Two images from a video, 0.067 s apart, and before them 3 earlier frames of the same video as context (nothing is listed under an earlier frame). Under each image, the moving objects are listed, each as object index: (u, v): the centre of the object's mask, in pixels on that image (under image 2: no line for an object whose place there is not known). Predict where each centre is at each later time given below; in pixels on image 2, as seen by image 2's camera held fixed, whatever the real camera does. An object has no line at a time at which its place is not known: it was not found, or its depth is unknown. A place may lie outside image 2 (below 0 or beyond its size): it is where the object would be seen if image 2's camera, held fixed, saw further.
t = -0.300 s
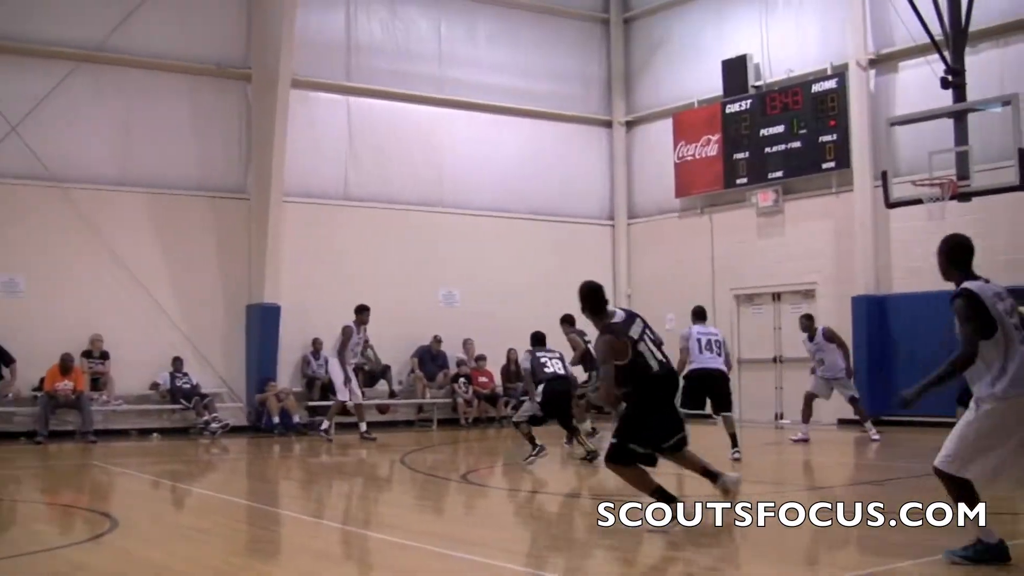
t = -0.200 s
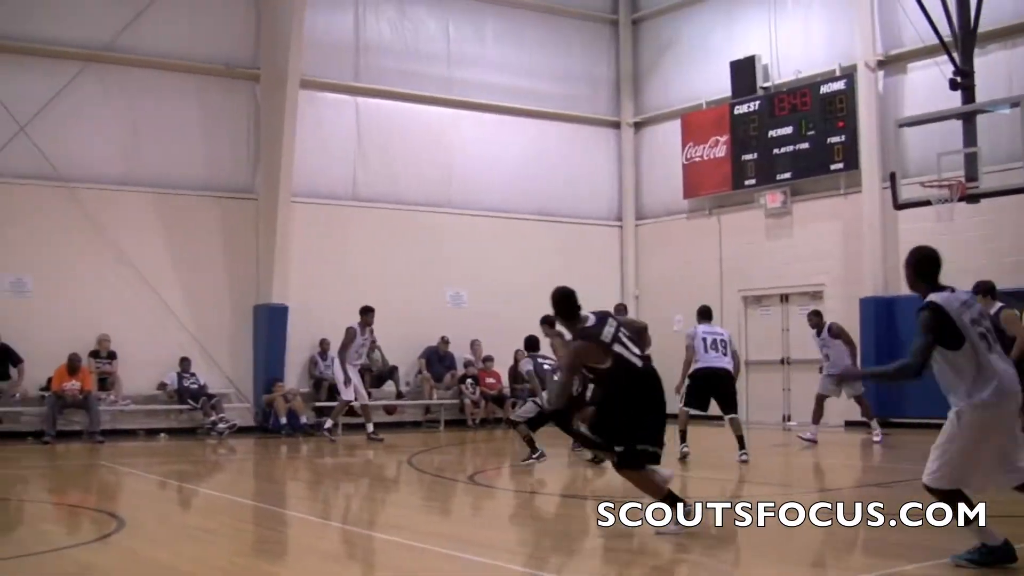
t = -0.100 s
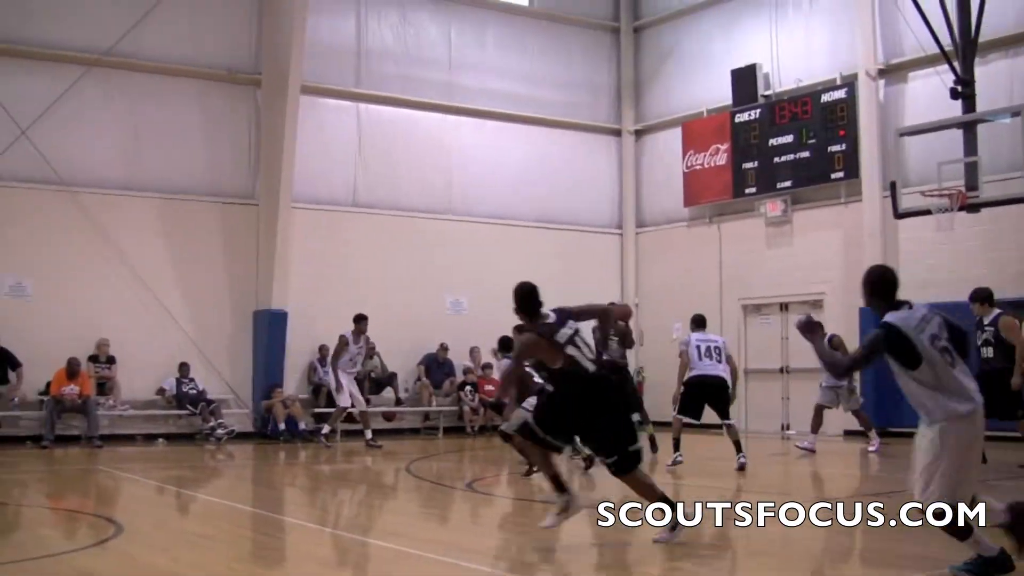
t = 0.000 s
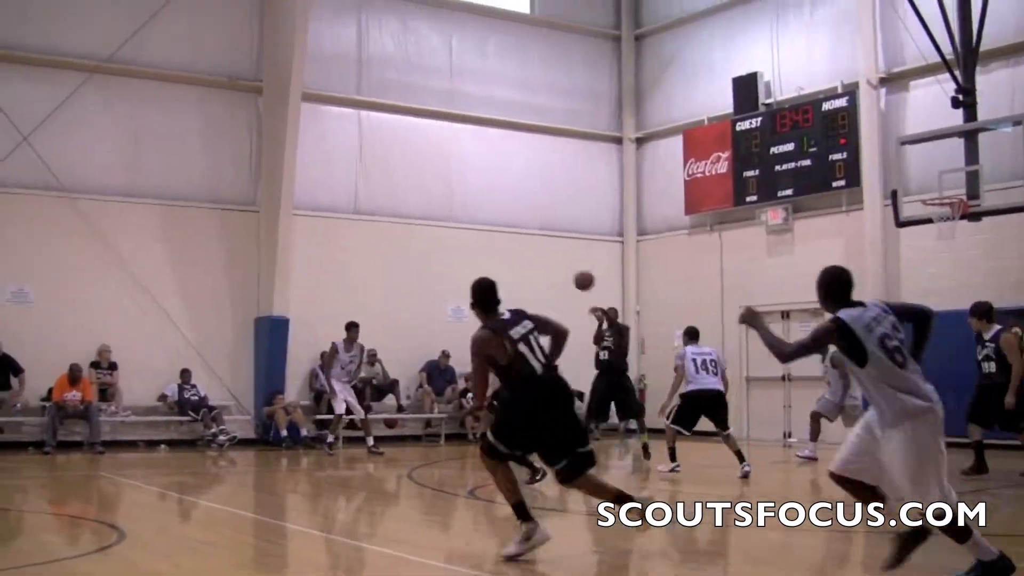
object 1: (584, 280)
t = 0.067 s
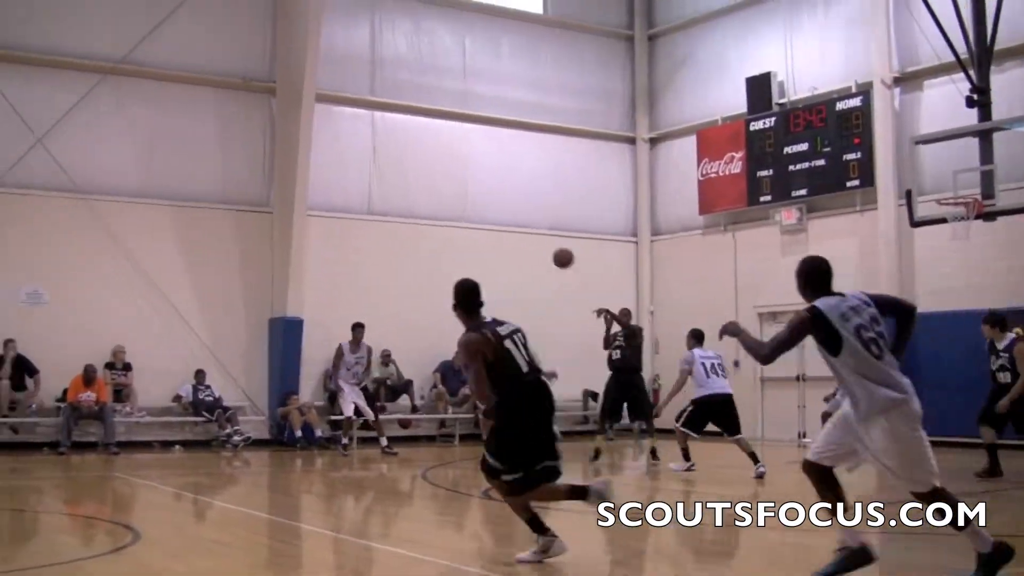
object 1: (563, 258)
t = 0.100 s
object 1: (544, 247)
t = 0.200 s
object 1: (483, 217)
